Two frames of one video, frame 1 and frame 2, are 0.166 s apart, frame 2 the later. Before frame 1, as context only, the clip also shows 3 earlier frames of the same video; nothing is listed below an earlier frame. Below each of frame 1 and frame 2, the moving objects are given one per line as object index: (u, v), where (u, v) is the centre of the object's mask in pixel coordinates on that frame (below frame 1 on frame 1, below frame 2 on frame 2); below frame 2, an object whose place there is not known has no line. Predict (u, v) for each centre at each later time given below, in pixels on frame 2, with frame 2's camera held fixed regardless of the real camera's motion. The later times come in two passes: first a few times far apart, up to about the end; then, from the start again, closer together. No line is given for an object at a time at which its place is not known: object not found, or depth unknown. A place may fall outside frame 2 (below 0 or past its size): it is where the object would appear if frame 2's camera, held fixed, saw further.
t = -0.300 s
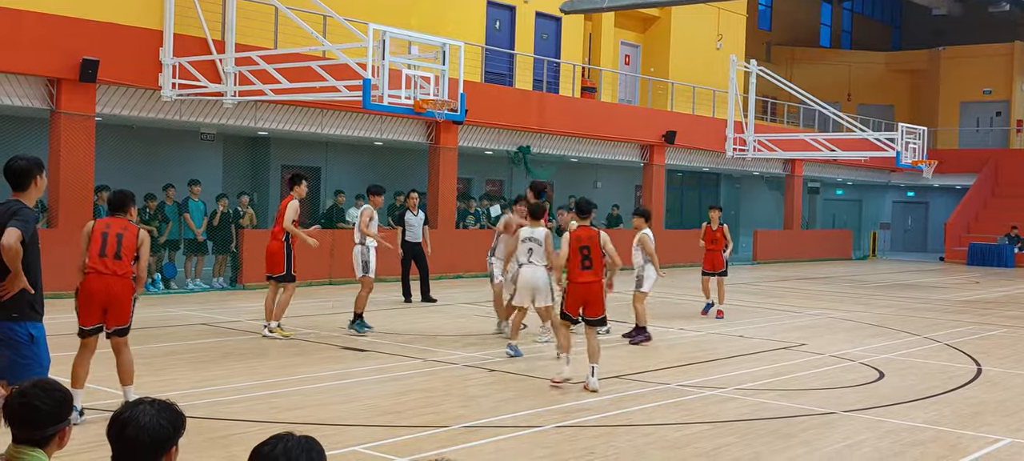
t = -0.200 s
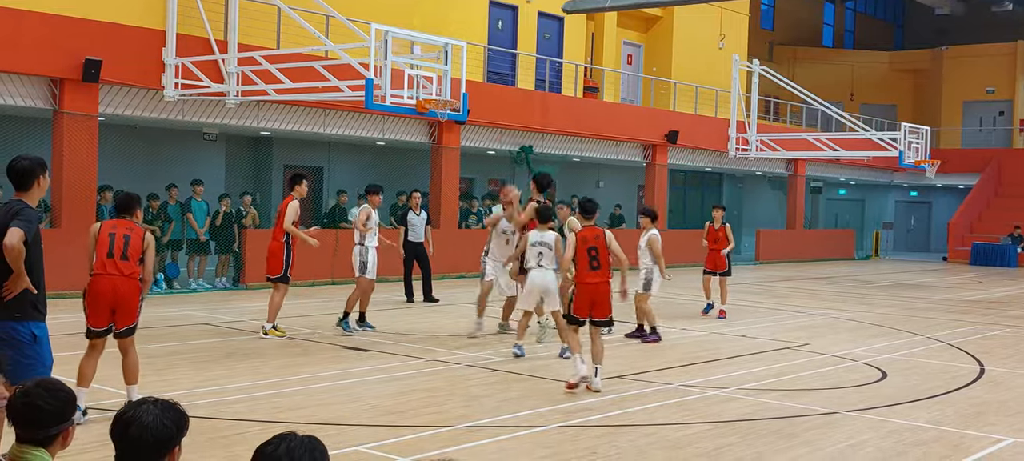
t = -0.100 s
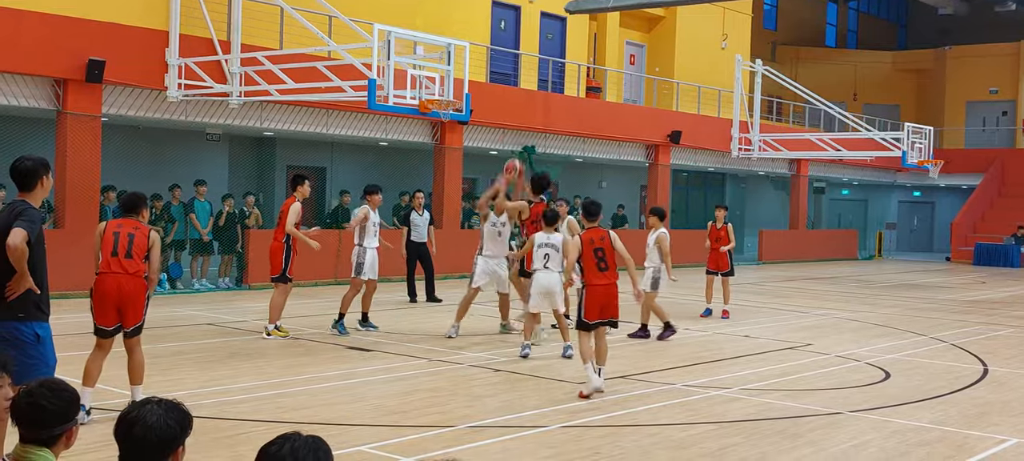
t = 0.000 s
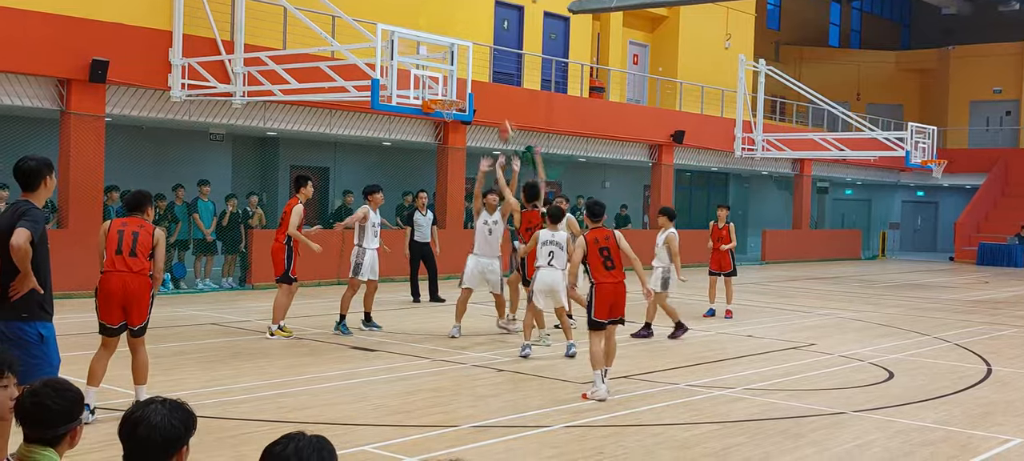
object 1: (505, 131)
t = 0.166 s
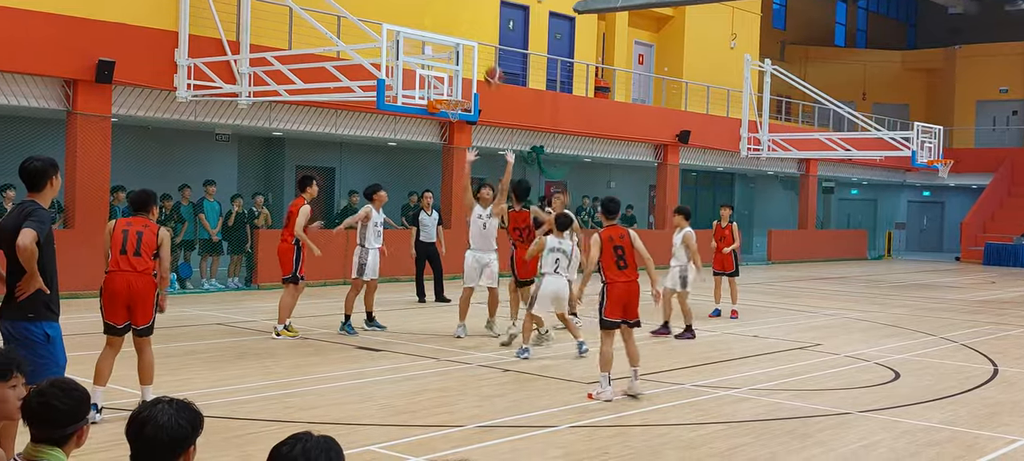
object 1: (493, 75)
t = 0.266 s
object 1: (482, 54)
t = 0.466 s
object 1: (460, 35)
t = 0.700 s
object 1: (435, 53)
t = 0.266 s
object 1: (482, 54)
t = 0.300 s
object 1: (477, 48)
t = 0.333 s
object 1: (475, 43)
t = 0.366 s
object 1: (471, 40)
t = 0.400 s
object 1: (468, 38)
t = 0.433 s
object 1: (464, 36)
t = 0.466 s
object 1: (460, 35)
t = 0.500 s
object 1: (457, 35)
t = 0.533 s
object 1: (453, 36)
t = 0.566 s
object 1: (449, 38)
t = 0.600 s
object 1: (446, 40)
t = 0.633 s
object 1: (442, 43)
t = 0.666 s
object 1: (438, 47)
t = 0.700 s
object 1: (435, 53)
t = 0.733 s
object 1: (431, 56)
